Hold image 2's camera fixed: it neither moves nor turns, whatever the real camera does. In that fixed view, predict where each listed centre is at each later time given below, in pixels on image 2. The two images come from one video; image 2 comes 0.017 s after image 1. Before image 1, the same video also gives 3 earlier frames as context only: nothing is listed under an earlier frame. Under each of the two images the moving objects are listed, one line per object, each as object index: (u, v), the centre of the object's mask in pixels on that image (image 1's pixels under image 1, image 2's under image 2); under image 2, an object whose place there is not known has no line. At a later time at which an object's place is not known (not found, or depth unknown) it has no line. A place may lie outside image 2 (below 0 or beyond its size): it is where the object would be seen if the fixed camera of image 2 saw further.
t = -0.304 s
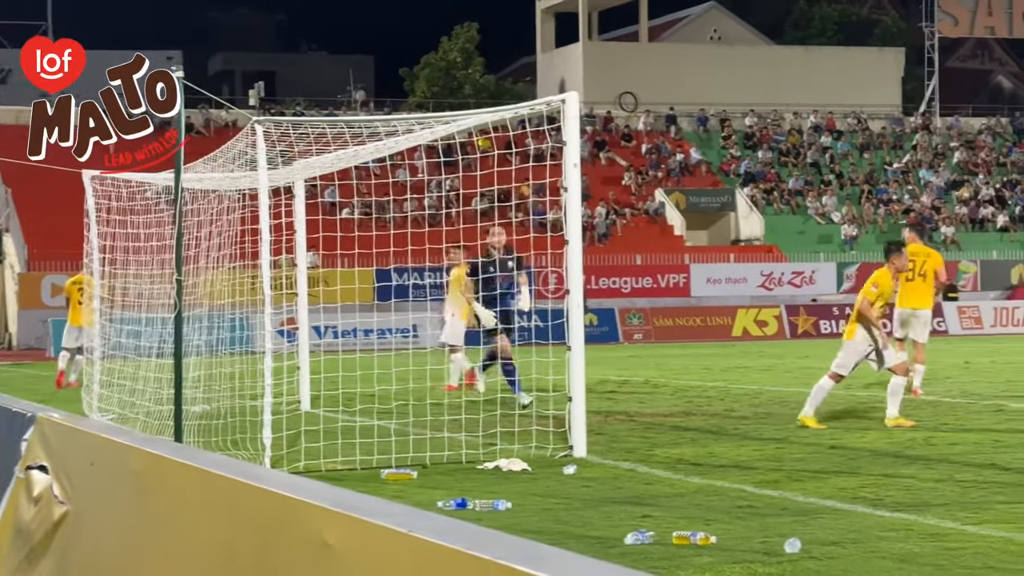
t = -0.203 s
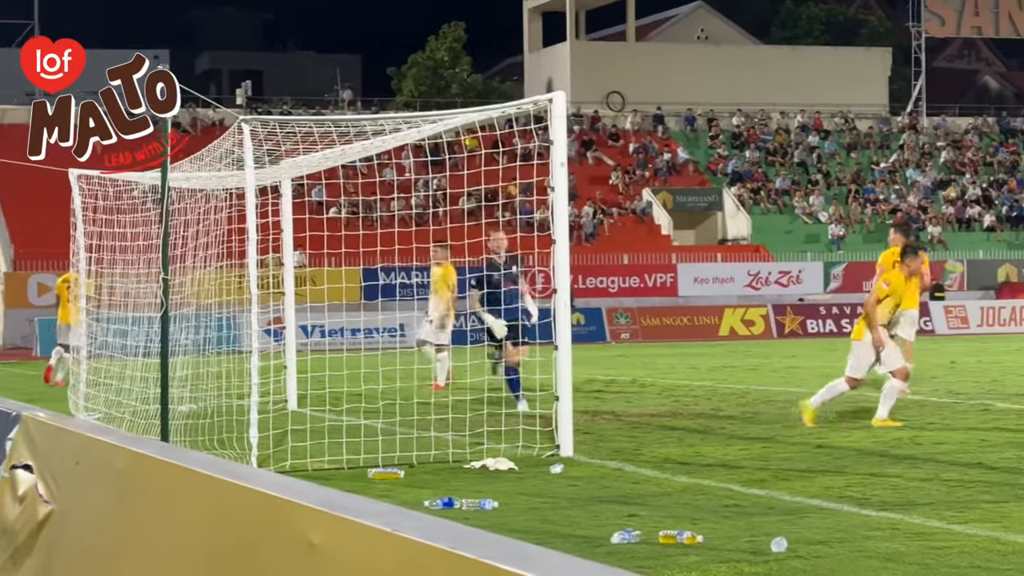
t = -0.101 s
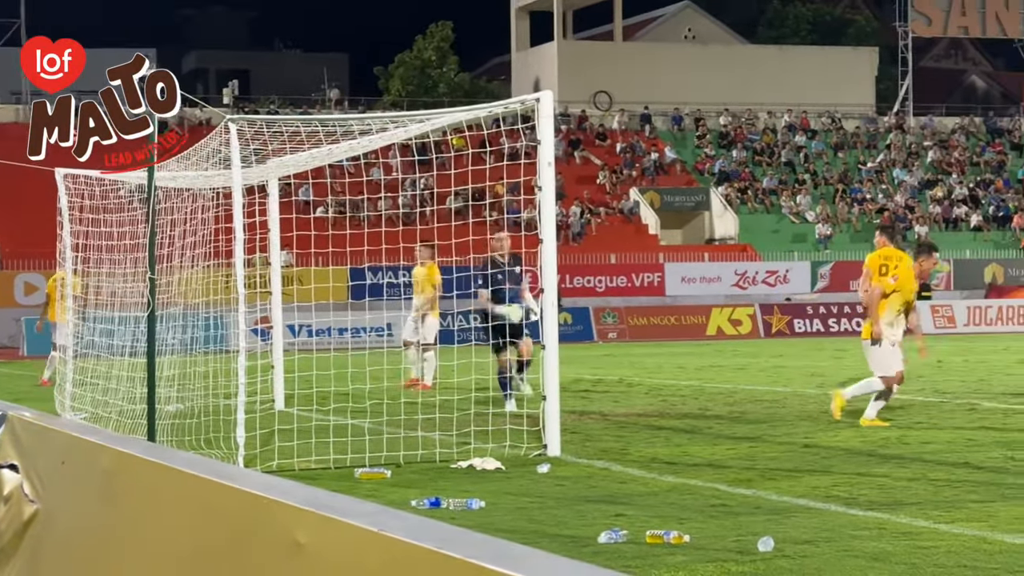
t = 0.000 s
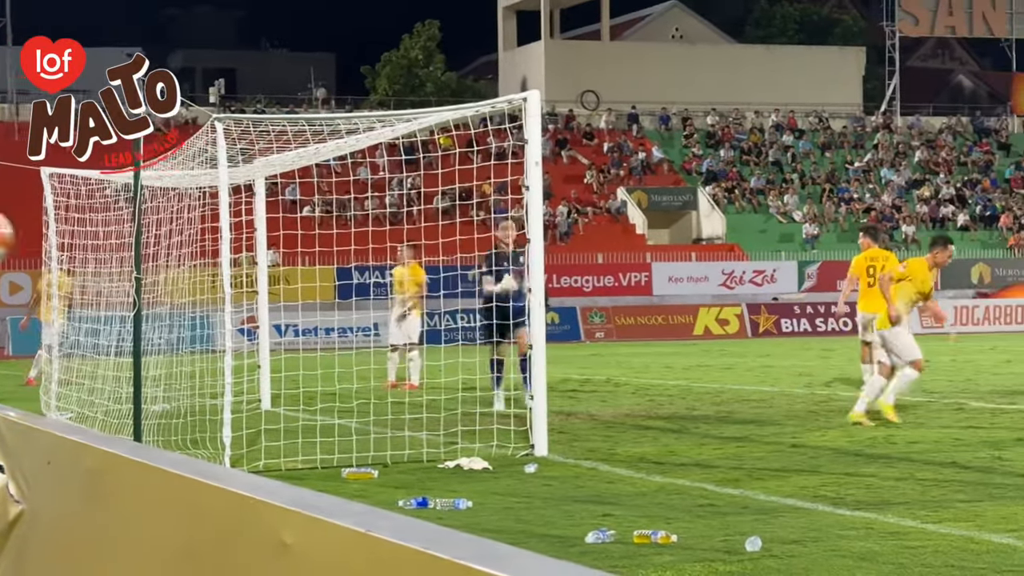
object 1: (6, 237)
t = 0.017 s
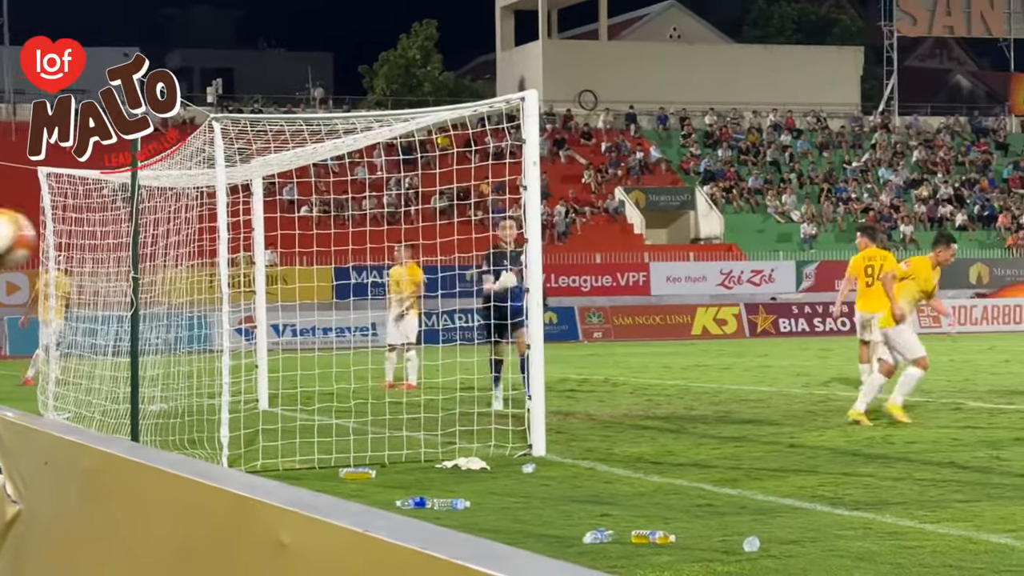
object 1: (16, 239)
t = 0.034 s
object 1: (28, 239)
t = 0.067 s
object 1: (75, 249)
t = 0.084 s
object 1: (98, 253)
